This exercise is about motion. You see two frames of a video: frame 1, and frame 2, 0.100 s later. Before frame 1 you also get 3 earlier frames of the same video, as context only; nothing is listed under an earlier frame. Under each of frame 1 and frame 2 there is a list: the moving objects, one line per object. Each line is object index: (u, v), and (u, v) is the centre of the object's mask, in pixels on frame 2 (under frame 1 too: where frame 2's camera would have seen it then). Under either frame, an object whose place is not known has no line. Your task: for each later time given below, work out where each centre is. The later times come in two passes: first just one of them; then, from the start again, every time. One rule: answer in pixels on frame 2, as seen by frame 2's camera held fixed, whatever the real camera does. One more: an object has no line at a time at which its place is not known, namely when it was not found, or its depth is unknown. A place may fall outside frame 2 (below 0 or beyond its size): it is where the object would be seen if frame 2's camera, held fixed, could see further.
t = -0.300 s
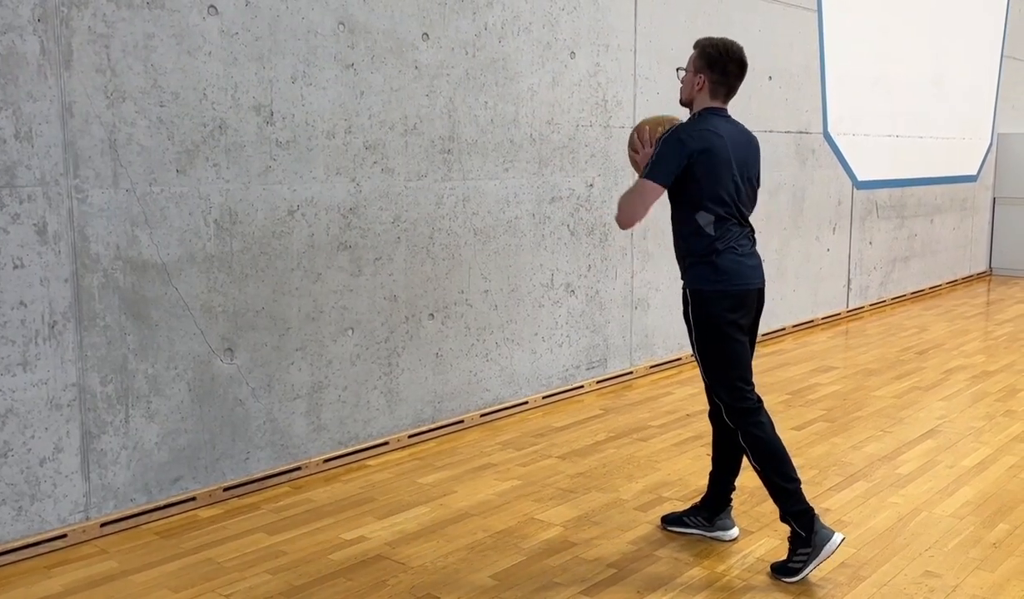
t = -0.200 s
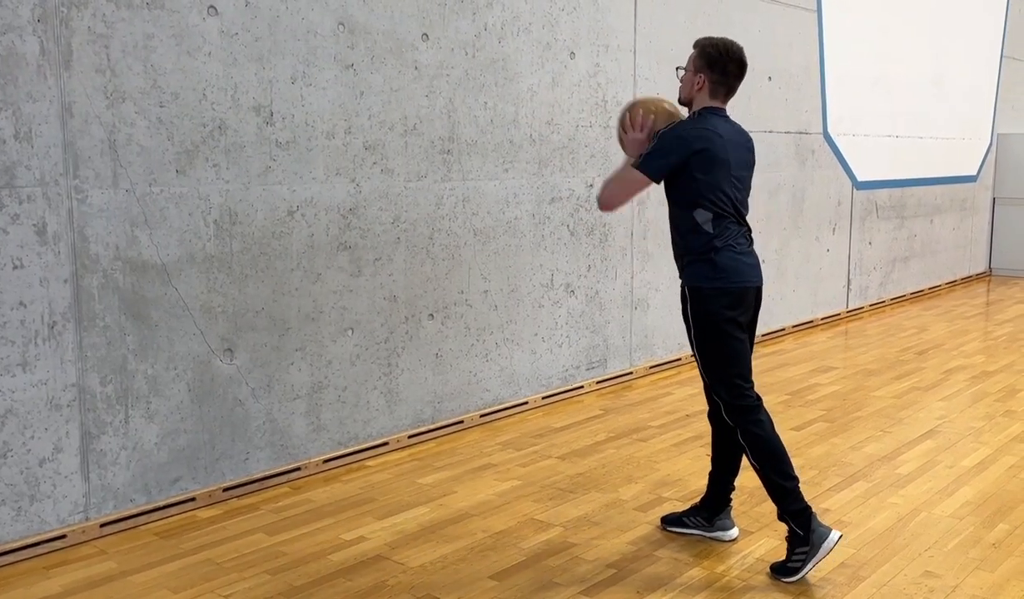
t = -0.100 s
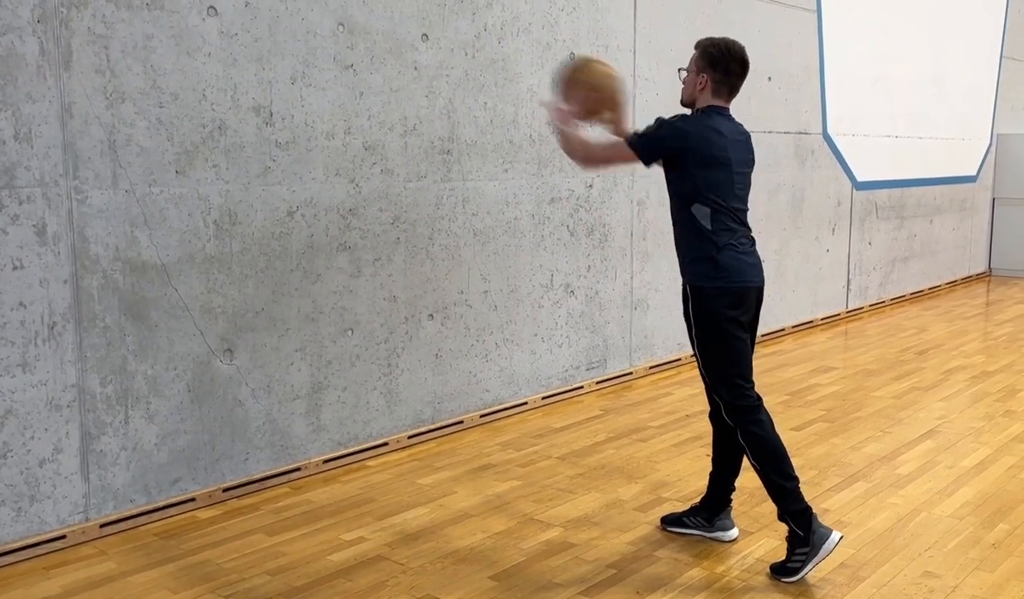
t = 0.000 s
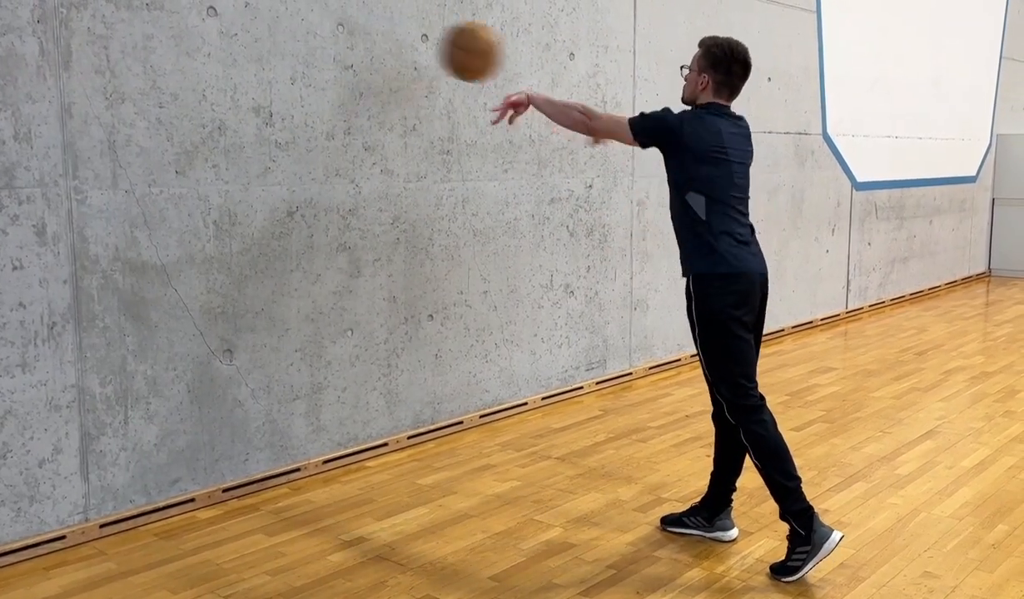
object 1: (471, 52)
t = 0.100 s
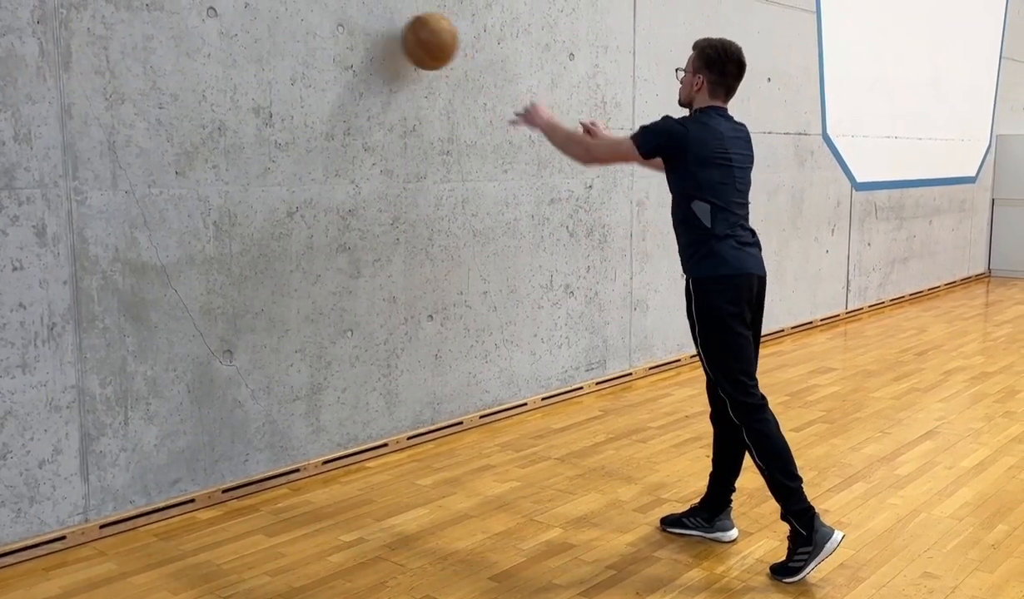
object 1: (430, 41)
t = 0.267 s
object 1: (510, 74)
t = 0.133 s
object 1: (445, 42)
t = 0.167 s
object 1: (460, 46)
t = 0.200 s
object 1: (477, 53)
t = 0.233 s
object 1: (493, 62)
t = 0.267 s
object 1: (510, 74)
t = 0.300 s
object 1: (527, 89)
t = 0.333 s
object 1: (545, 108)
